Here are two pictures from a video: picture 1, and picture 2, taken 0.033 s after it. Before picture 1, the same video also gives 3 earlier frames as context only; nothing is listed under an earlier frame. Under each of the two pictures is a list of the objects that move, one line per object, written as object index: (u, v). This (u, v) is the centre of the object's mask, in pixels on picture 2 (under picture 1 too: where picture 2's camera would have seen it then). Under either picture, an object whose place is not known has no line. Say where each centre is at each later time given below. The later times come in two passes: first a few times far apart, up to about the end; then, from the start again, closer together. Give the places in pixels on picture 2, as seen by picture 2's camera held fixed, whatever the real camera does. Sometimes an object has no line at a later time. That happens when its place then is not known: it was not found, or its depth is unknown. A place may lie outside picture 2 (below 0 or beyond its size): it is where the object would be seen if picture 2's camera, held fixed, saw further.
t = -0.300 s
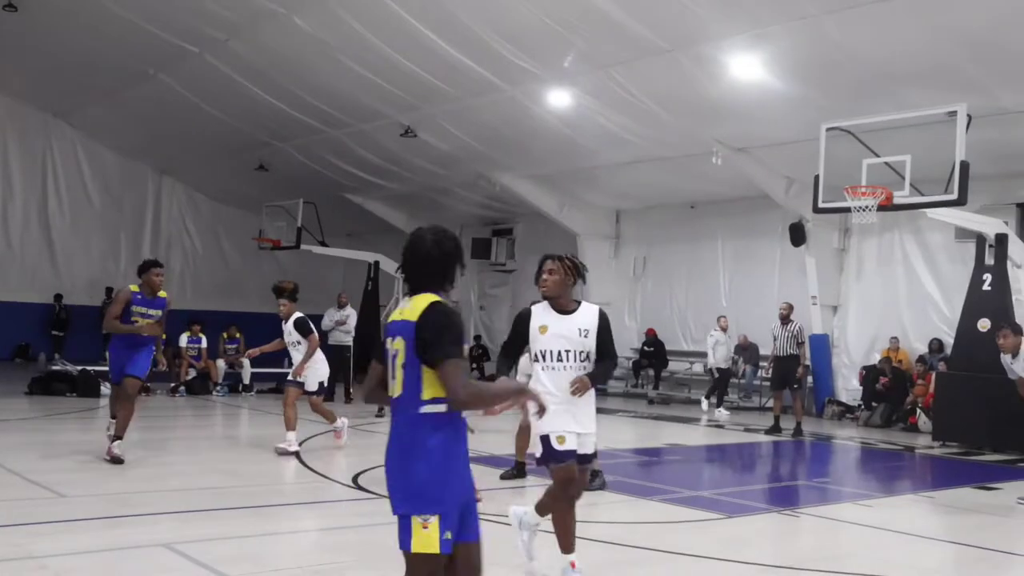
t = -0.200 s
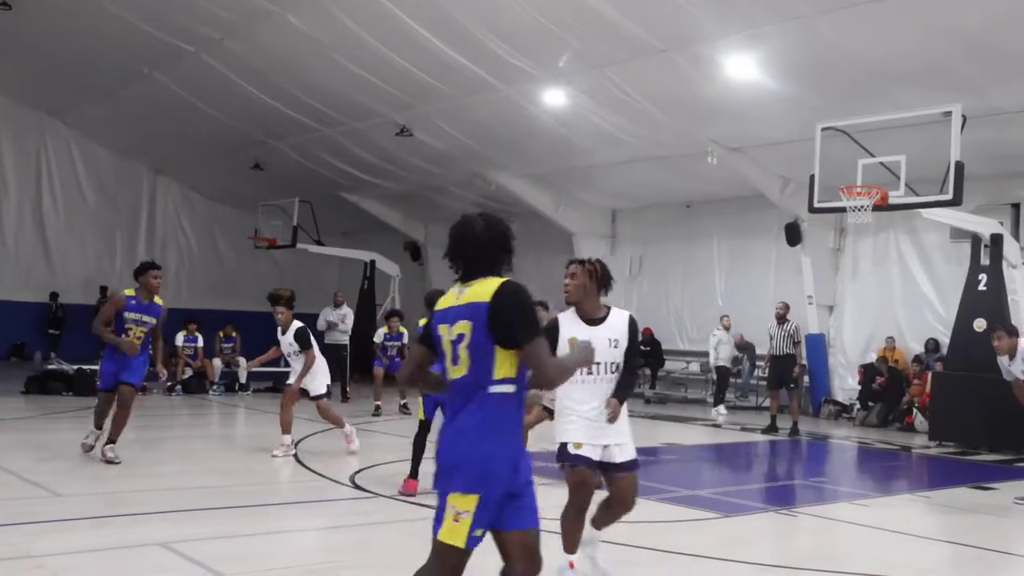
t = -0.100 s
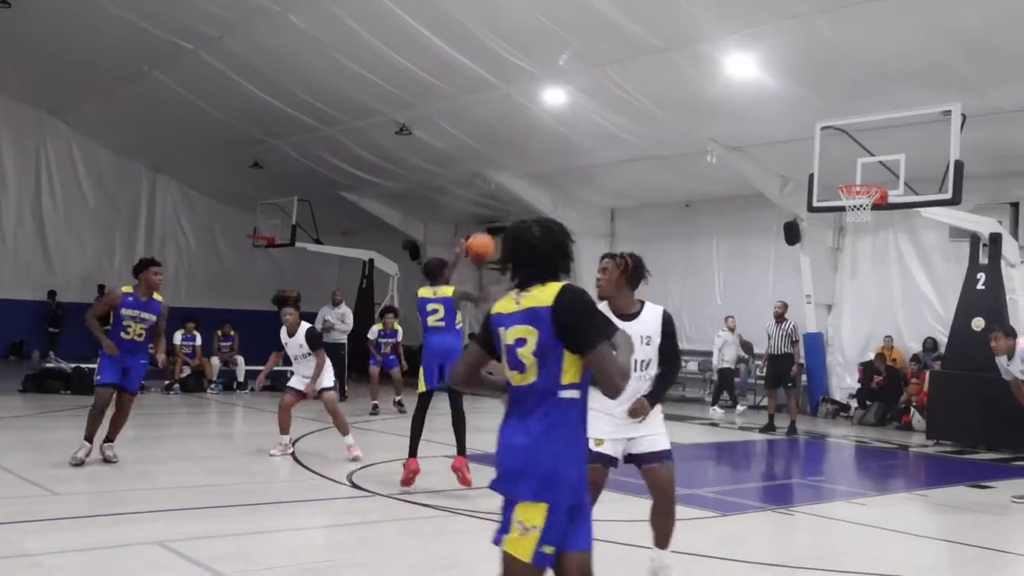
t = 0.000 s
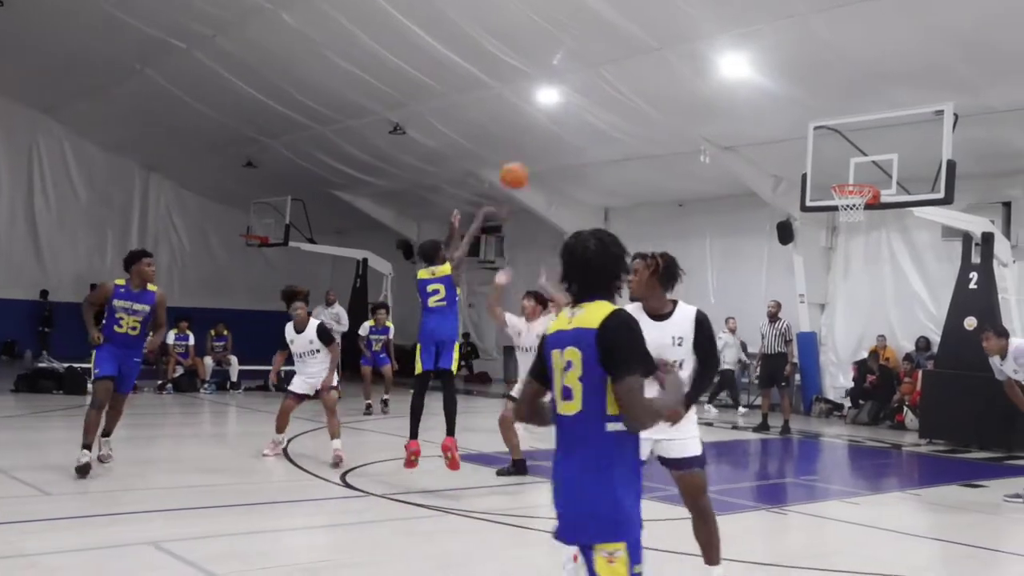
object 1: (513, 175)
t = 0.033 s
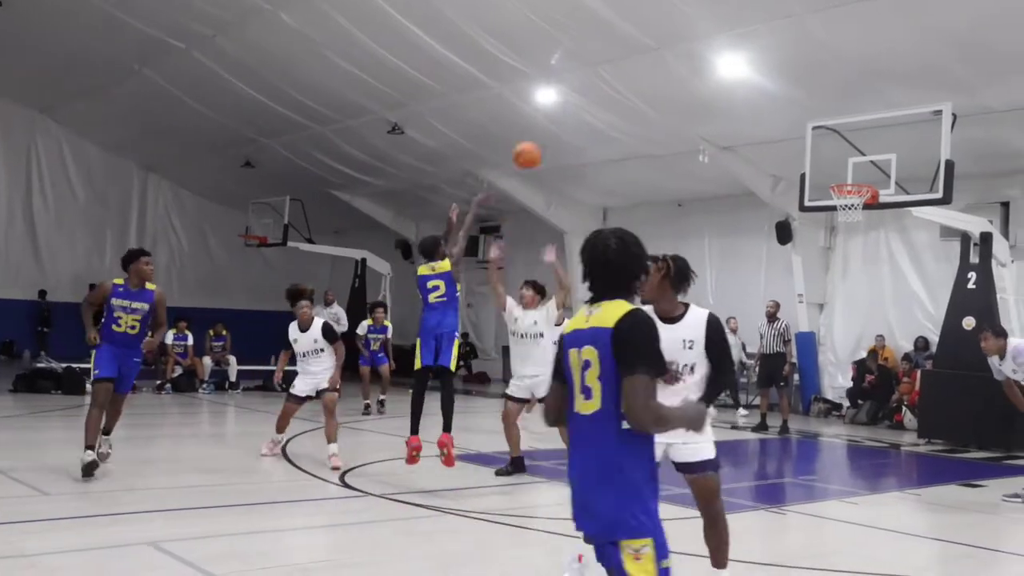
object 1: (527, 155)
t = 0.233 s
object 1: (606, 66)
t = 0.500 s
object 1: (694, 18)
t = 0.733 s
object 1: (759, 33)
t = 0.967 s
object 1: (813, 94)
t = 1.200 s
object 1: (857, 178)
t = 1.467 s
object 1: (823, 157)
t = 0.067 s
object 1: (541, 137)
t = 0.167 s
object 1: (582, 89)
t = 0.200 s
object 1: (594, 77)
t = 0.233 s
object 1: (606, 66)
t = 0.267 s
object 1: (620, 55)
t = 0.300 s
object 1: (632, 45)
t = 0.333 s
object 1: (642, 38)
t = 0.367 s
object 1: (654, 32)
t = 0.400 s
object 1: (664, 27)
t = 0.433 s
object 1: (674, 22)
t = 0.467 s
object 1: (684, 20)
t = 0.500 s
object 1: (694, 18)
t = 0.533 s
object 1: (704, 17)
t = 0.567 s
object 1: (714, 17)
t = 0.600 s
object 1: (723, 18)
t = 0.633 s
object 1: (733, 21)
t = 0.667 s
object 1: (742, 24)
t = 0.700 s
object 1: (749, 28)
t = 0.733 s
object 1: (759, 33)
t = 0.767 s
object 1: (767, 39)
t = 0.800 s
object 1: (775, 46)
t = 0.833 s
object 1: (783, 54)
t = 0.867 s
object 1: (792, 63)
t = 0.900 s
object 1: (800, 73)
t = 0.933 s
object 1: (806, 83)
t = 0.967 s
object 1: (813, 94)
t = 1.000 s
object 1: (821, 106)
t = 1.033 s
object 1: (829, 119)
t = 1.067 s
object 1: (836, 133)
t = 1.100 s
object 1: (842, 148)
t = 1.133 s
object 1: (849, 163)
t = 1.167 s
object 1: (857, 178)
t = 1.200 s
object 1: (857, 178)
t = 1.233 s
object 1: (852, 173)
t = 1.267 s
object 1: (848, 167)
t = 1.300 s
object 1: (844, 163)
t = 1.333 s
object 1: (840, 160)
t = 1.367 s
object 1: (836, 158)
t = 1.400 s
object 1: (831, 157)
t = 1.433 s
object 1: (827, 156)
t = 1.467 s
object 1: (823, 157)
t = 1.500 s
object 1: (818, 159)
